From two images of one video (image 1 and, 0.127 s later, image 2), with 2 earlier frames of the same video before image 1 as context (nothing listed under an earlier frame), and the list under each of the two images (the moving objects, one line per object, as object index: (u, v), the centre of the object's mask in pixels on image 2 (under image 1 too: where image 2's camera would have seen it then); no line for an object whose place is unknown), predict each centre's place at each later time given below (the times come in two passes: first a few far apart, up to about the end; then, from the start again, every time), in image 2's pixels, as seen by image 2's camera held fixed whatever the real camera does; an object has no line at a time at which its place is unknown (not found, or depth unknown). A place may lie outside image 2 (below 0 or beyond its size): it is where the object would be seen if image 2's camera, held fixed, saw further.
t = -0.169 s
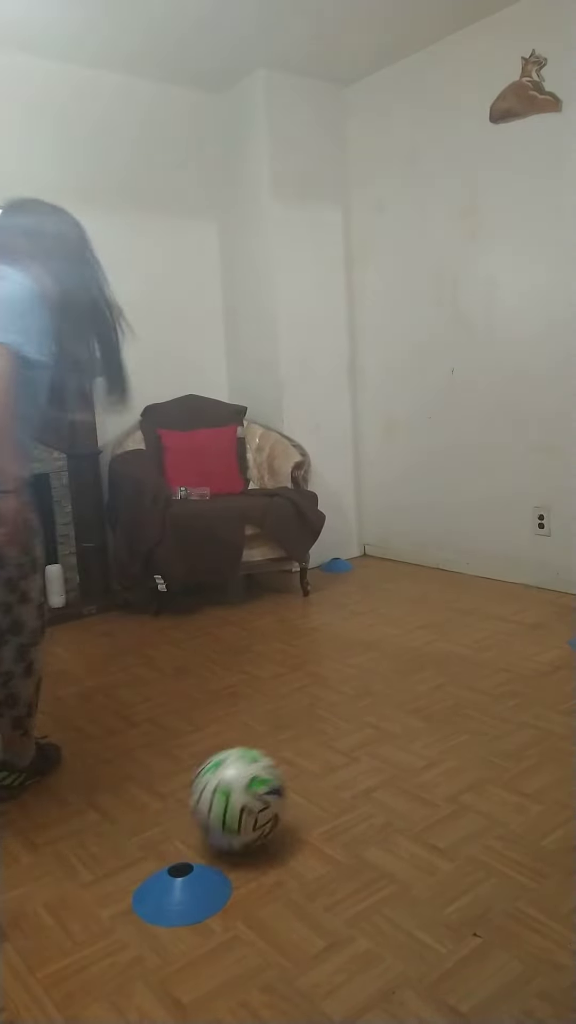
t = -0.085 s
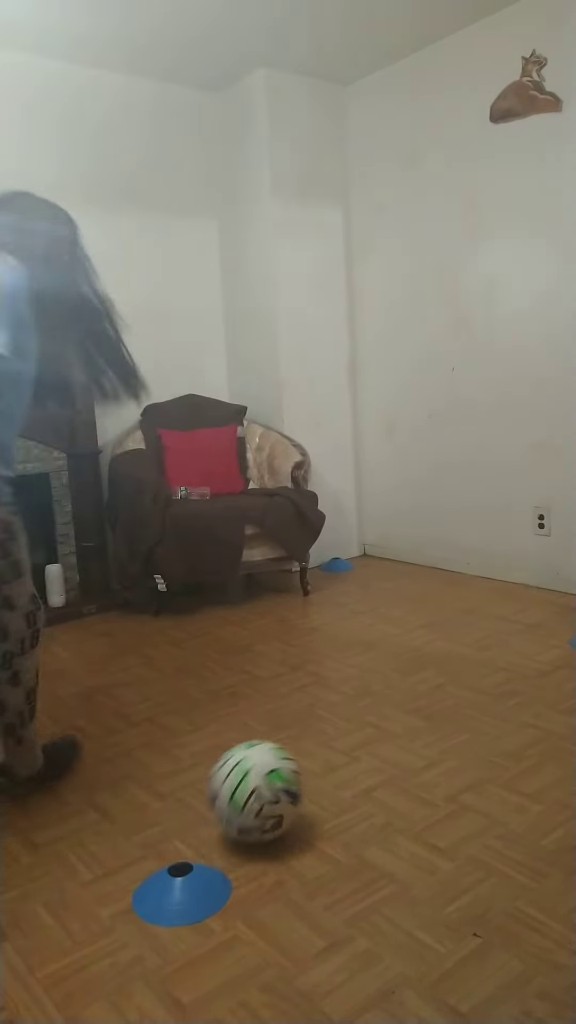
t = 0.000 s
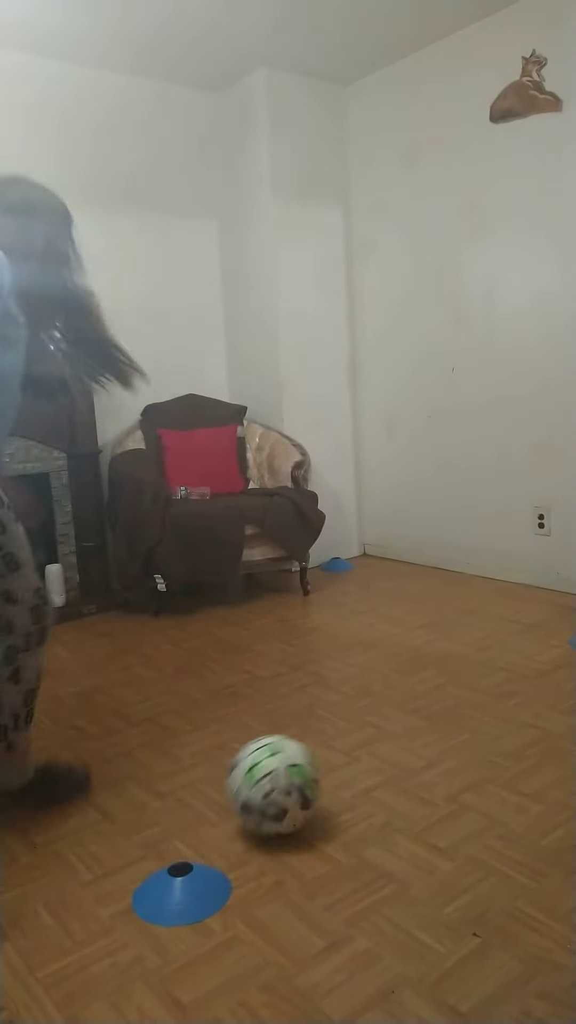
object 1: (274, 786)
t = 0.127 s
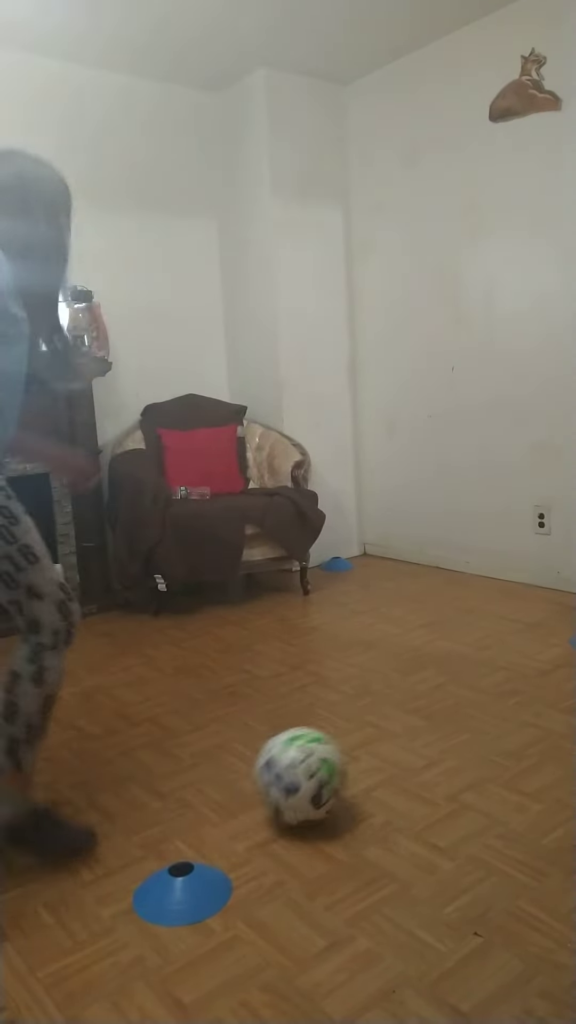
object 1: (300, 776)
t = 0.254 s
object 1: (325, 768)
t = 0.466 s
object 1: (366, 756)
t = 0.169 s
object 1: (309, 774)
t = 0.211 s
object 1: (318, 771)
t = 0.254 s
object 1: (325, 768)
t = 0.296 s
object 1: (333, 766)
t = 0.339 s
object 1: (342, 763)
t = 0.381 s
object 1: (351, 760)
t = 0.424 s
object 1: (359, 758)
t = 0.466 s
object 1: (366, 756)
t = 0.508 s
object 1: (374, 753)
